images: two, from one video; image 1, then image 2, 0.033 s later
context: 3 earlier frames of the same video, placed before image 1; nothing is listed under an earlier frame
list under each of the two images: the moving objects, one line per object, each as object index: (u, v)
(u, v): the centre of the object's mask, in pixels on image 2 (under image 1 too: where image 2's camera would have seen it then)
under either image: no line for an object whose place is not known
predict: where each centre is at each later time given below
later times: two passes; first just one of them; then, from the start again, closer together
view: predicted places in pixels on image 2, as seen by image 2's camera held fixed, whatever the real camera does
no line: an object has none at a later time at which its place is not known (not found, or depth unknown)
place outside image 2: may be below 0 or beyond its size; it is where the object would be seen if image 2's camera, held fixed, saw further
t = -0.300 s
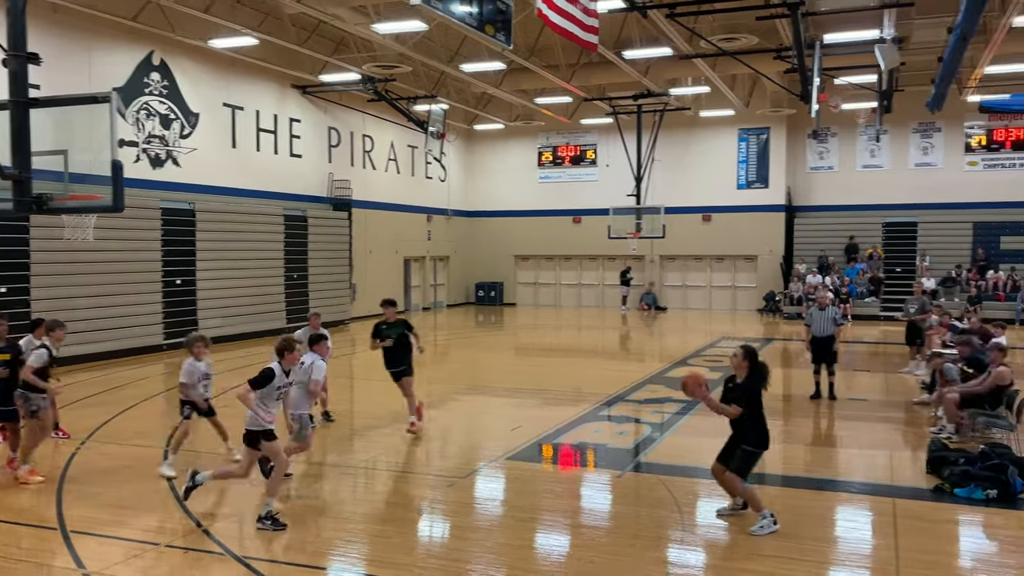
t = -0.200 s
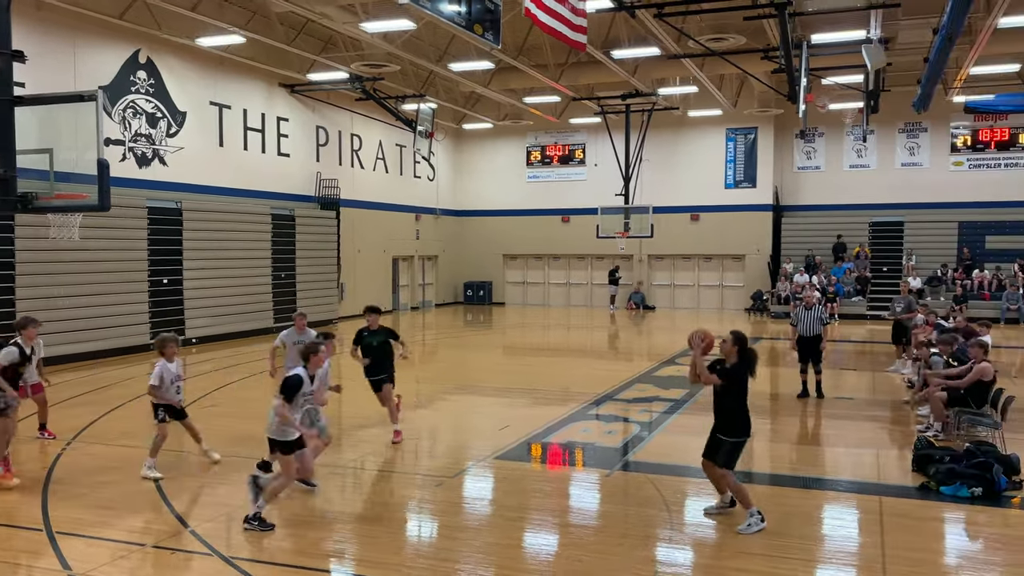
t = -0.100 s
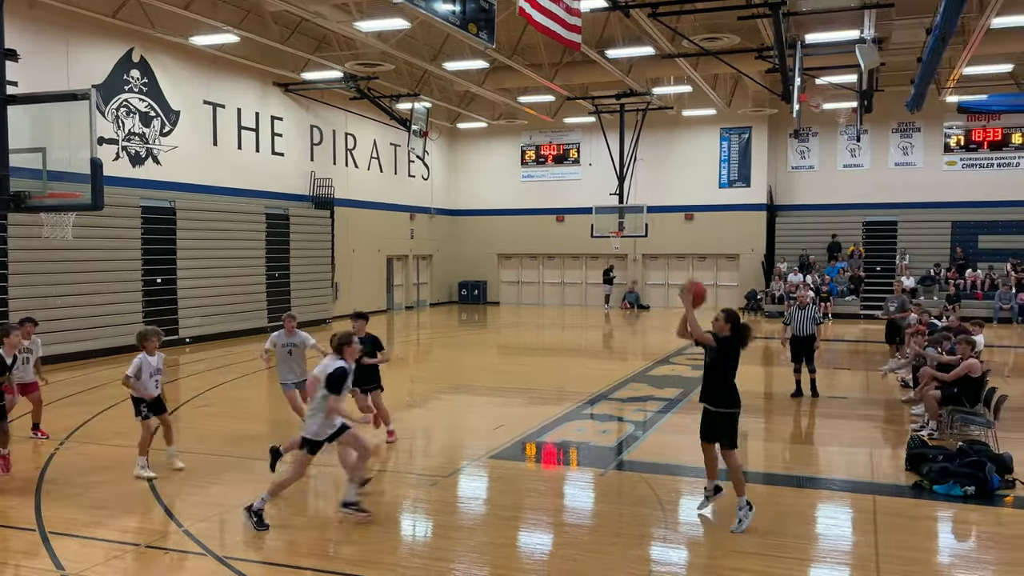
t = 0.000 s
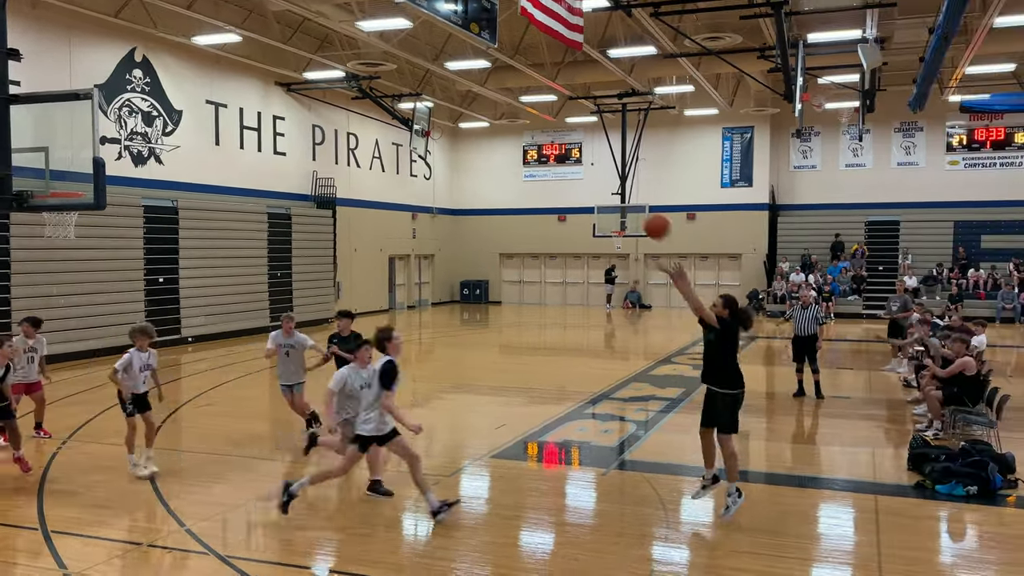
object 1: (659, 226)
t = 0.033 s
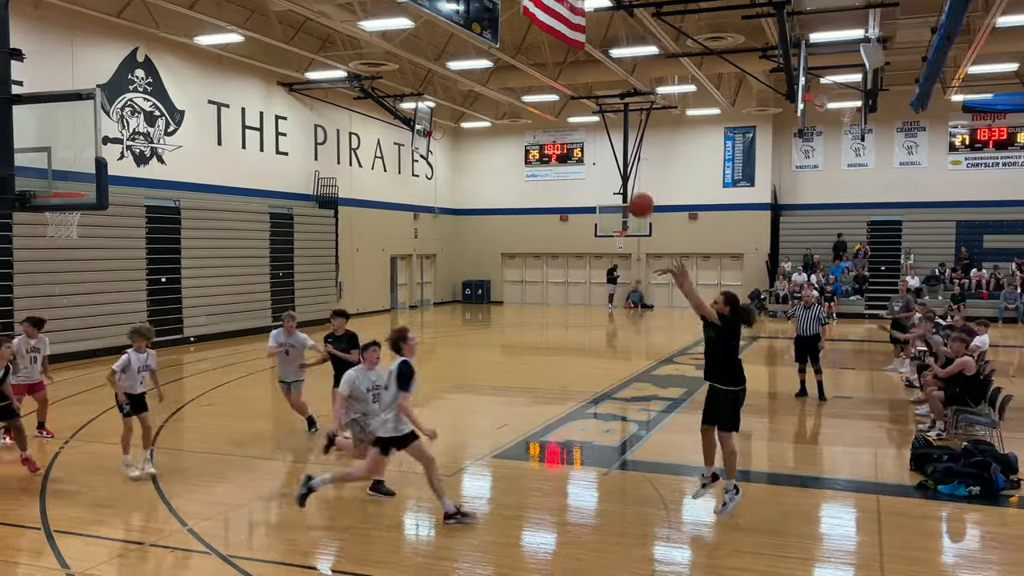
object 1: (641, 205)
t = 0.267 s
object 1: (520, 90)
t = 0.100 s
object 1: (605, 166)
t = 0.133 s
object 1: (589, 148)
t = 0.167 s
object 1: (571, 133)
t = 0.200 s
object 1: (554, 116)
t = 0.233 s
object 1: (537, 102)
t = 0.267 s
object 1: (520, 90)
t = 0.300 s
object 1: (505, 78)
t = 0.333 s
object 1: (486, 67)
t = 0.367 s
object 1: (470, 58)
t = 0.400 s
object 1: (456, 49)
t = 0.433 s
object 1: (439, 42)
